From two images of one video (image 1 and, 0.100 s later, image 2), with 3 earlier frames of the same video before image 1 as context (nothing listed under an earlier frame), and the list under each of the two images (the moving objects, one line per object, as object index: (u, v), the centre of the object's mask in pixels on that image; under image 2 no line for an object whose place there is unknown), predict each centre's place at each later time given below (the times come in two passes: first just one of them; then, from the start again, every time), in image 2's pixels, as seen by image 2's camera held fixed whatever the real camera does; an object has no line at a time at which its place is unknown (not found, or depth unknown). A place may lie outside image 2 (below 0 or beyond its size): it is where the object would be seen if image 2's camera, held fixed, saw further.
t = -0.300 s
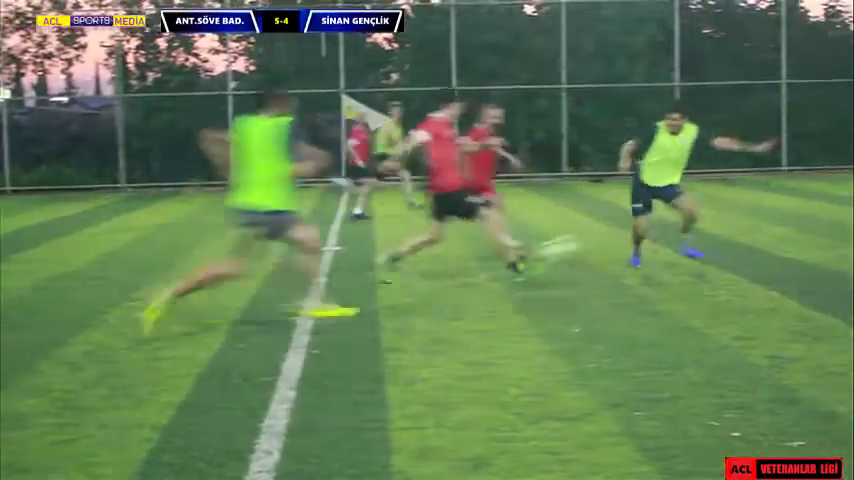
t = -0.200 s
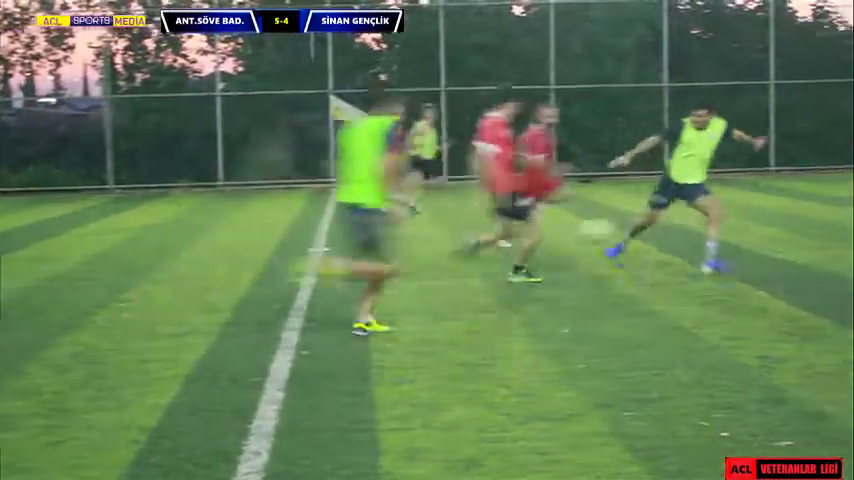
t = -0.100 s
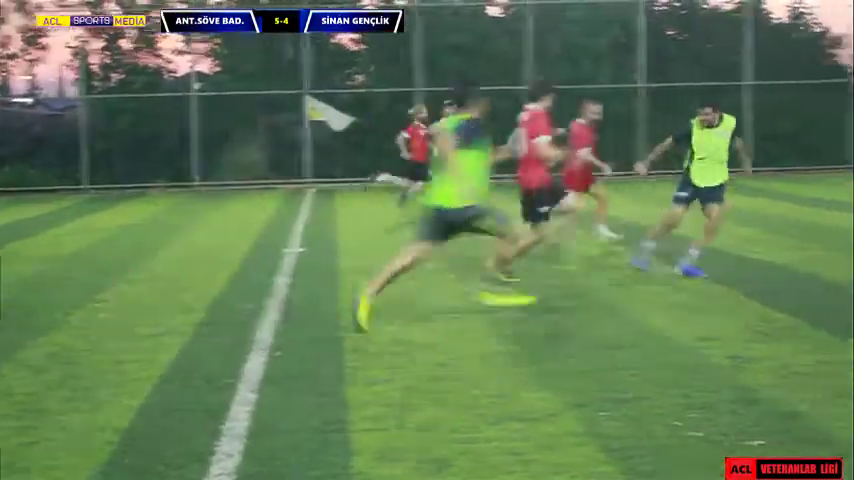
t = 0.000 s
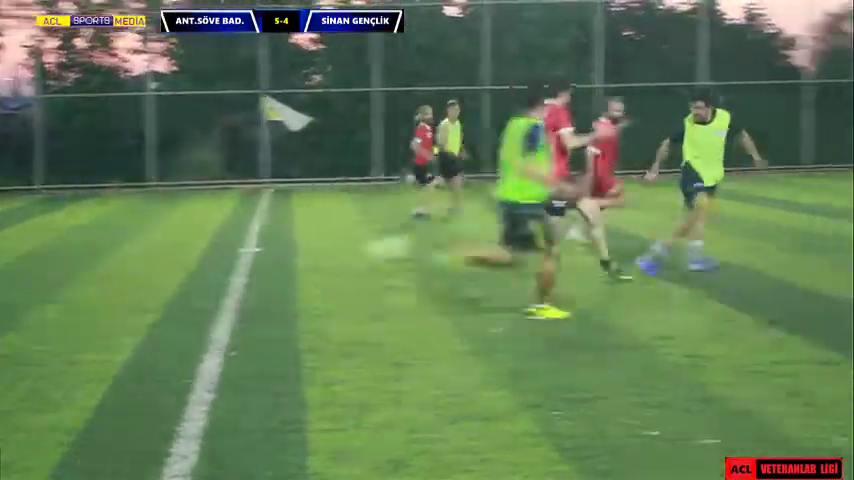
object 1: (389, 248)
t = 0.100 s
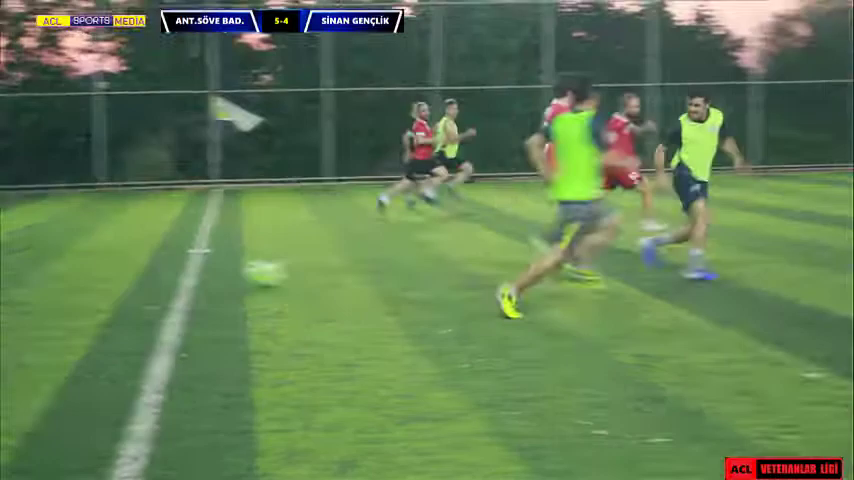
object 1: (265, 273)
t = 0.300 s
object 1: (169, 259)
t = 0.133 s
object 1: (248, 268)
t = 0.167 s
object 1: (230, 262)
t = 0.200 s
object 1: (216, 260)
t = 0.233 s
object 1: (200, 258)
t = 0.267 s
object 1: (184, 258)
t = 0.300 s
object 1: (169, 259)
